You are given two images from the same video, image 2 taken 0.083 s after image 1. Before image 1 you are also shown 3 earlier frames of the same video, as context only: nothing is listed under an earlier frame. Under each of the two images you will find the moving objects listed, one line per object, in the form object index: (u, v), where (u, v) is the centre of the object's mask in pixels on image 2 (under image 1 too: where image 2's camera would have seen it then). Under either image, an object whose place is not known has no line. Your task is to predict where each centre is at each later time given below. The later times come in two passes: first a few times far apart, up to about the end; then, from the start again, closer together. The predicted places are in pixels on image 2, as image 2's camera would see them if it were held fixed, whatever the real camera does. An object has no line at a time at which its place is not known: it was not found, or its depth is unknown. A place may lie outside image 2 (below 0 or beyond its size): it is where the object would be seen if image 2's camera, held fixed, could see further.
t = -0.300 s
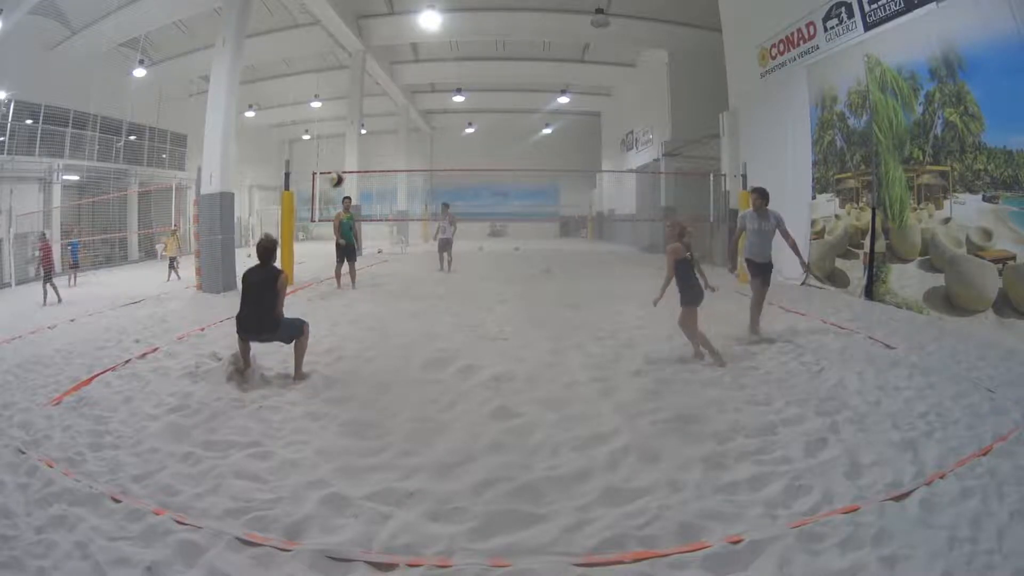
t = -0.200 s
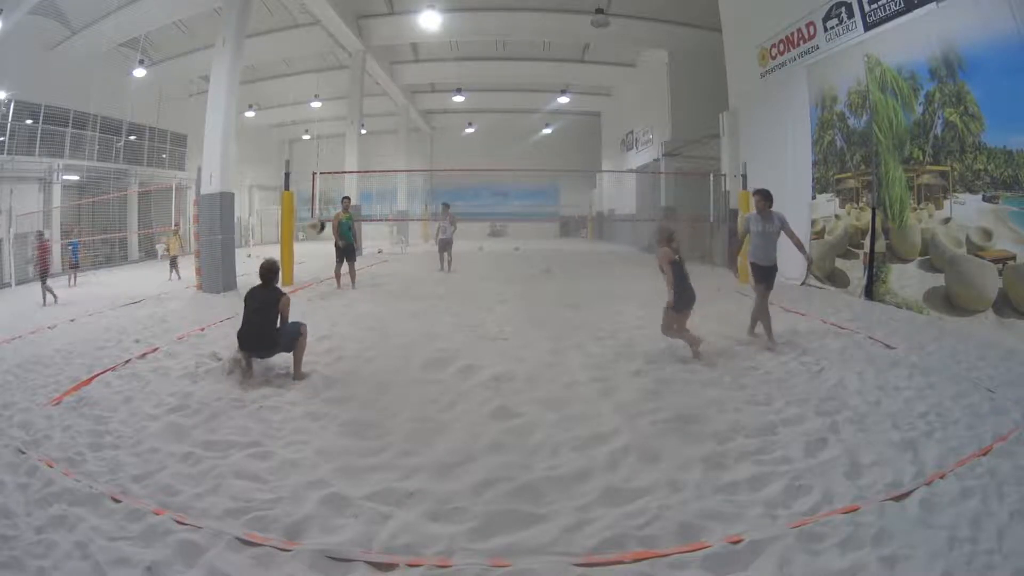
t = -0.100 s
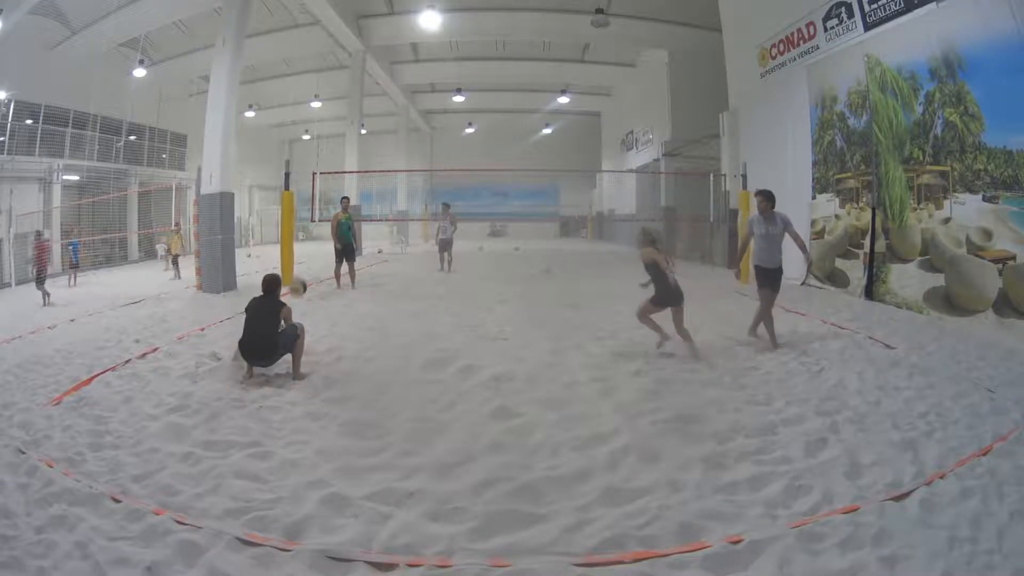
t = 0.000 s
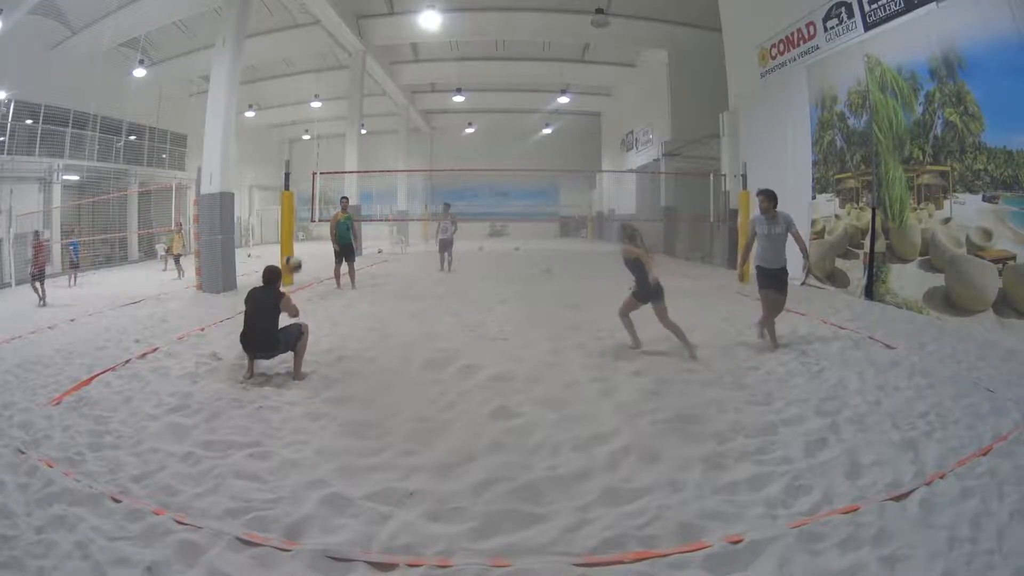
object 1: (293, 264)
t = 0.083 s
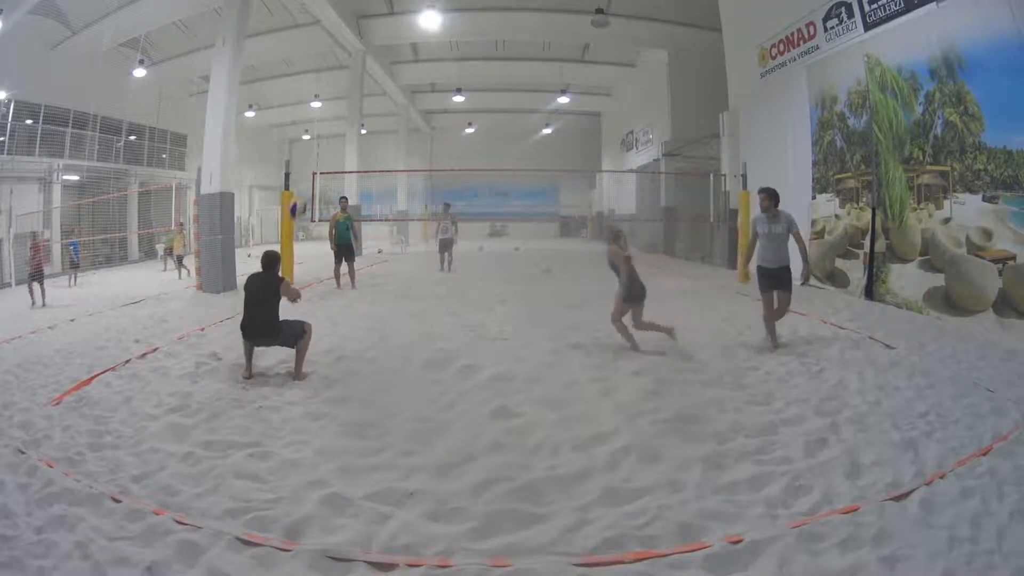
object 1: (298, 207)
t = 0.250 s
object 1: (308, 124)
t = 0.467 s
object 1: (325, 59)
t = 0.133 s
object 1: (299, 180)
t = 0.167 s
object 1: (302, 163)
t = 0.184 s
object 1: (303, 154)
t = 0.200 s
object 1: (305, 145)
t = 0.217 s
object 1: (306, 138)
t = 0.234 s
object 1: (307, 130)
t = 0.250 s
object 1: (308, 124)
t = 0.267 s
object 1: (310, 116)
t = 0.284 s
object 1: (311, 109)
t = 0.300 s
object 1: (312, 104)
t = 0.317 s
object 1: (314, 98)
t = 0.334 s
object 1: (315, 93)
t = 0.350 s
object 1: (317, 88)
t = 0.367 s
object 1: (318, 83)
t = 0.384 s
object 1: (319, 78)
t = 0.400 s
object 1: (320, 73)
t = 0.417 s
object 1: (322, 69)
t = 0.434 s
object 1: (322, 64)
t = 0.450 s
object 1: (323, 61)
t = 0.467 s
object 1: (325, 59)
